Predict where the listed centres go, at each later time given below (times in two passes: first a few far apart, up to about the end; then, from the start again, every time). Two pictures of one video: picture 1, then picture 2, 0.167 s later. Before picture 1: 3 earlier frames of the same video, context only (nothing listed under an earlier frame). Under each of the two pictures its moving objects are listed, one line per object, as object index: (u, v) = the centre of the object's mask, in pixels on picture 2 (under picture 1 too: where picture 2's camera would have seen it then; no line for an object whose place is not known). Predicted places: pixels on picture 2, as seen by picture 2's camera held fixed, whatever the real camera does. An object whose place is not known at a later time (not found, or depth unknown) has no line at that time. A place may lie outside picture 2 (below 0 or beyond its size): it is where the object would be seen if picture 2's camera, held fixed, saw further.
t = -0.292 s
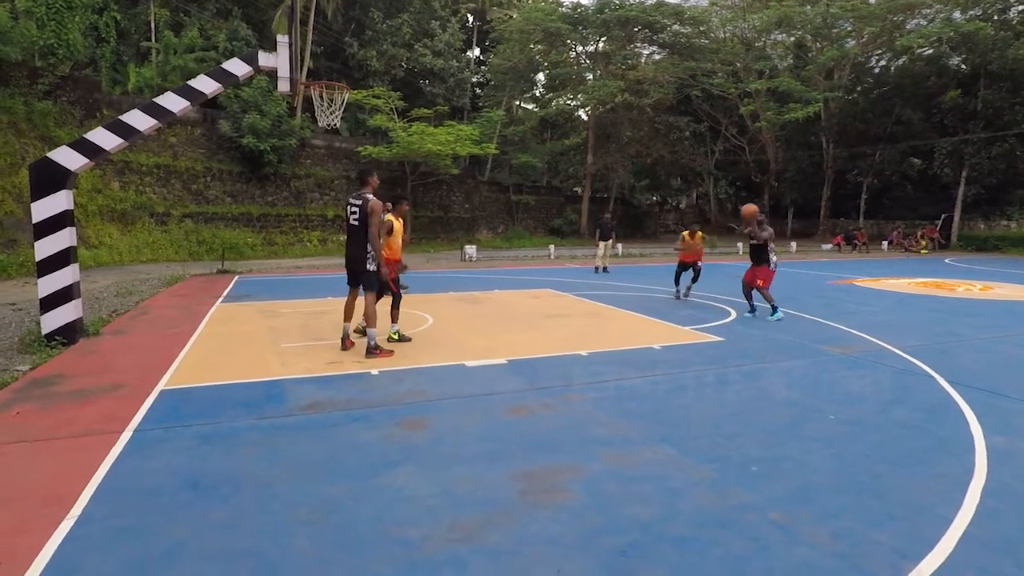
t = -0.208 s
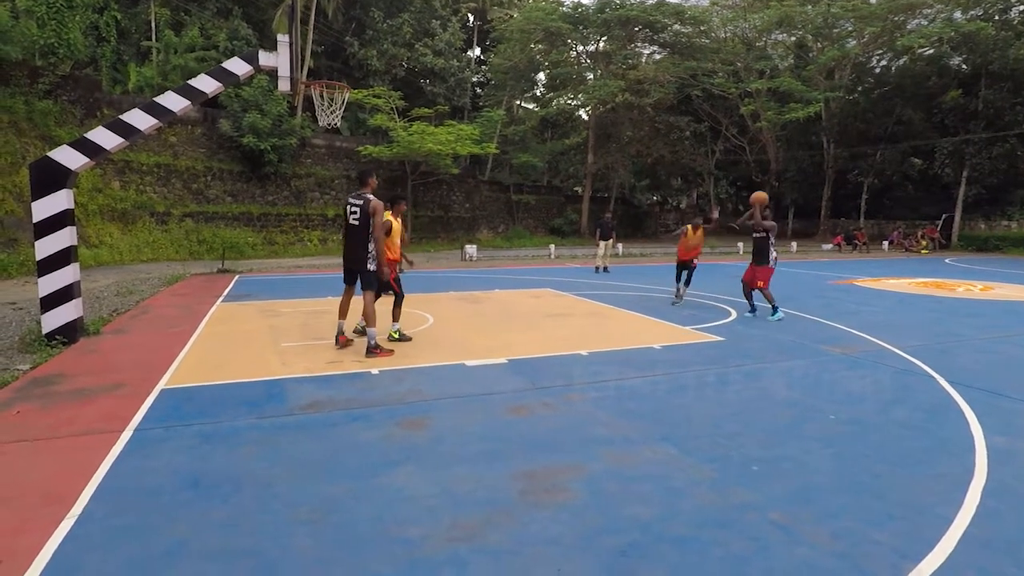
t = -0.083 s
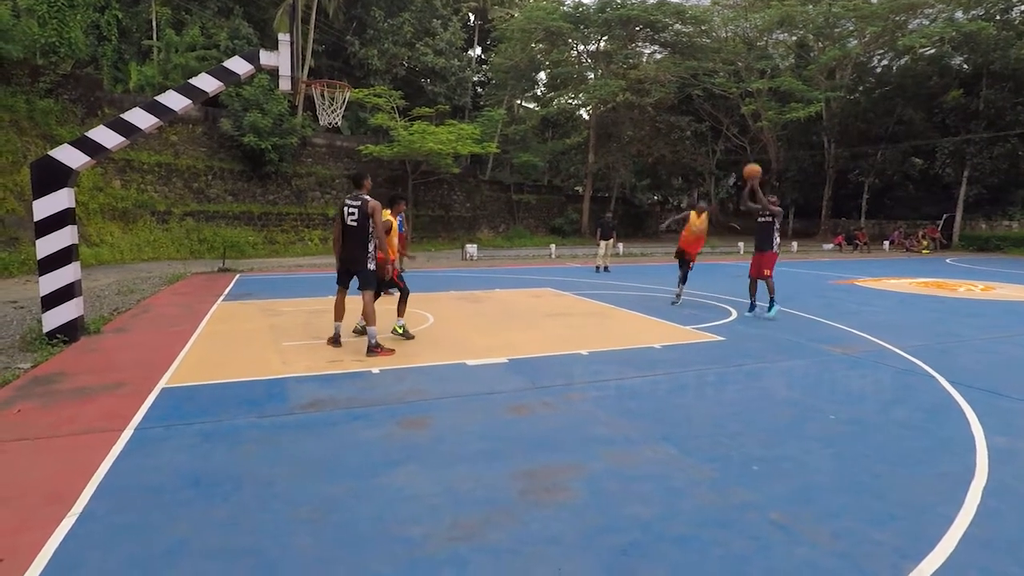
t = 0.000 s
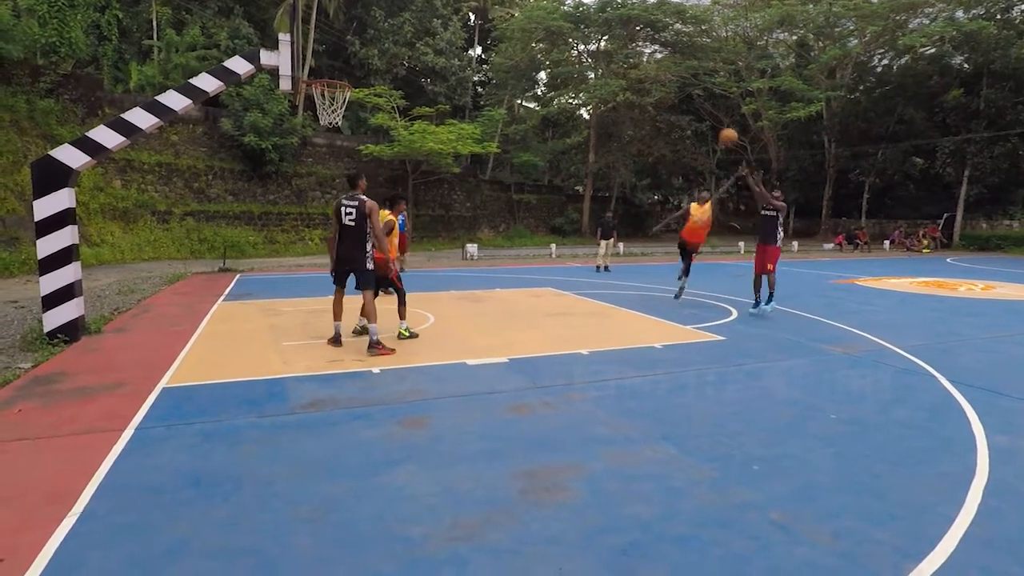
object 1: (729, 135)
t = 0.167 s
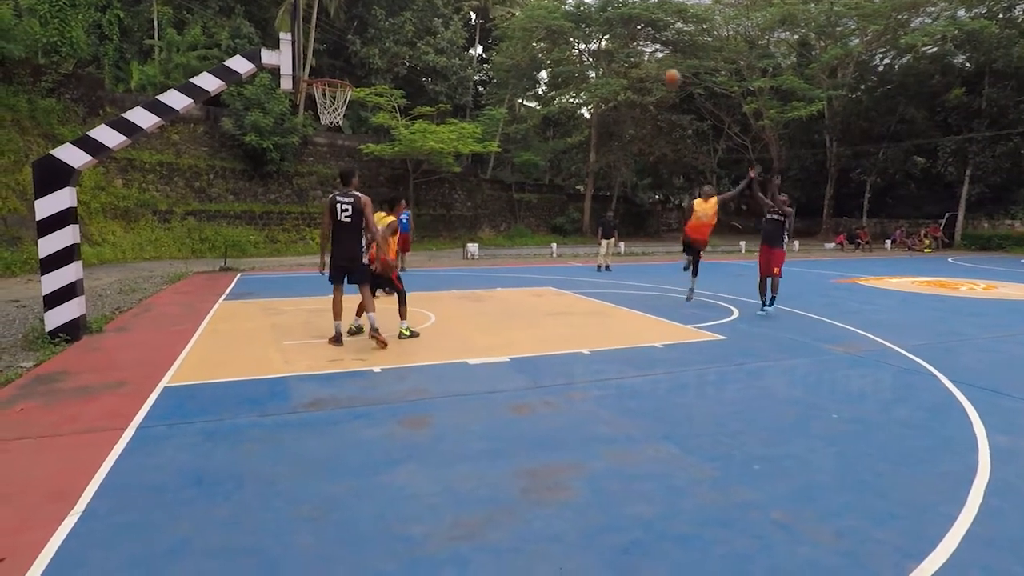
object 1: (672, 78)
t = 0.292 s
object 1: (625, 45)
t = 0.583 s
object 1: (515, 11)
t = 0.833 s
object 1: (417, 33)
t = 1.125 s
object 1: (332, 69)
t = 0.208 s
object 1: (657, 67)
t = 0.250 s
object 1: (642, 57)
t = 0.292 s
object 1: (625, 45)
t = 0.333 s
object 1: (610, 37)
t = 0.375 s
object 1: (594, 30)
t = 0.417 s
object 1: (579, 25)
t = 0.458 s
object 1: (563, 19)
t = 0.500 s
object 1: (547, 16)
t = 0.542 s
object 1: (531, 14)
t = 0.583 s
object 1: (515, 11)
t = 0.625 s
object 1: (499, 12)
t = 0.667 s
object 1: (484, 14)
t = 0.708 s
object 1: (467, 18)
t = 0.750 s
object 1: (450, 21)
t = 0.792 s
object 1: (433, 27)
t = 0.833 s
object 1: (417, 33)
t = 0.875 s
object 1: (401, 41)
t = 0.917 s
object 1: (385, 51)
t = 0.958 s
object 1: (369, 62)
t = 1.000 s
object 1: (352, 74)
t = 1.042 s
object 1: (341, 77)
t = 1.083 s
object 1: (336, 72)
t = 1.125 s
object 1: (332, 69)
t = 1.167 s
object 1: (329, 66)
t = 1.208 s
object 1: (325, 64)
